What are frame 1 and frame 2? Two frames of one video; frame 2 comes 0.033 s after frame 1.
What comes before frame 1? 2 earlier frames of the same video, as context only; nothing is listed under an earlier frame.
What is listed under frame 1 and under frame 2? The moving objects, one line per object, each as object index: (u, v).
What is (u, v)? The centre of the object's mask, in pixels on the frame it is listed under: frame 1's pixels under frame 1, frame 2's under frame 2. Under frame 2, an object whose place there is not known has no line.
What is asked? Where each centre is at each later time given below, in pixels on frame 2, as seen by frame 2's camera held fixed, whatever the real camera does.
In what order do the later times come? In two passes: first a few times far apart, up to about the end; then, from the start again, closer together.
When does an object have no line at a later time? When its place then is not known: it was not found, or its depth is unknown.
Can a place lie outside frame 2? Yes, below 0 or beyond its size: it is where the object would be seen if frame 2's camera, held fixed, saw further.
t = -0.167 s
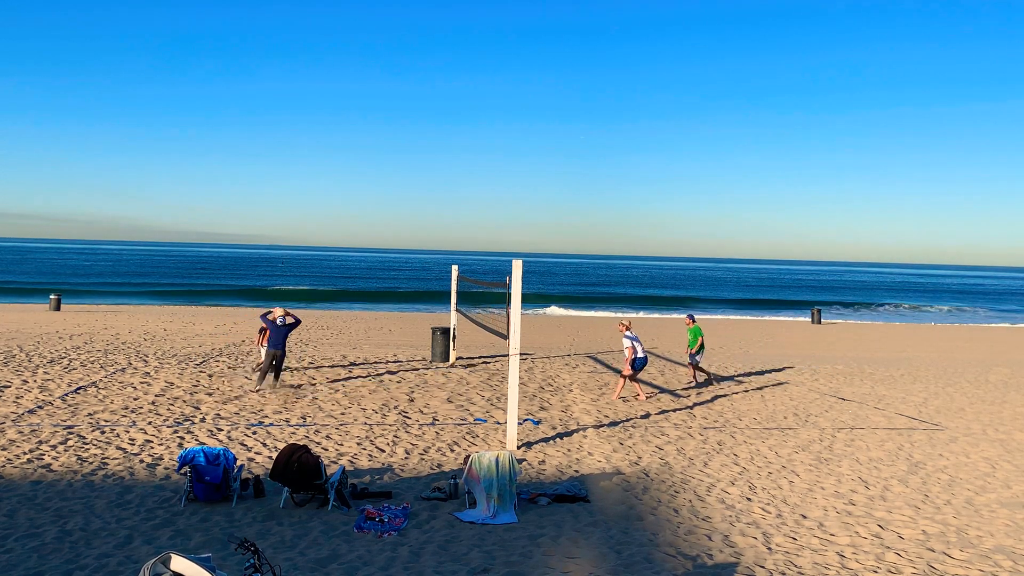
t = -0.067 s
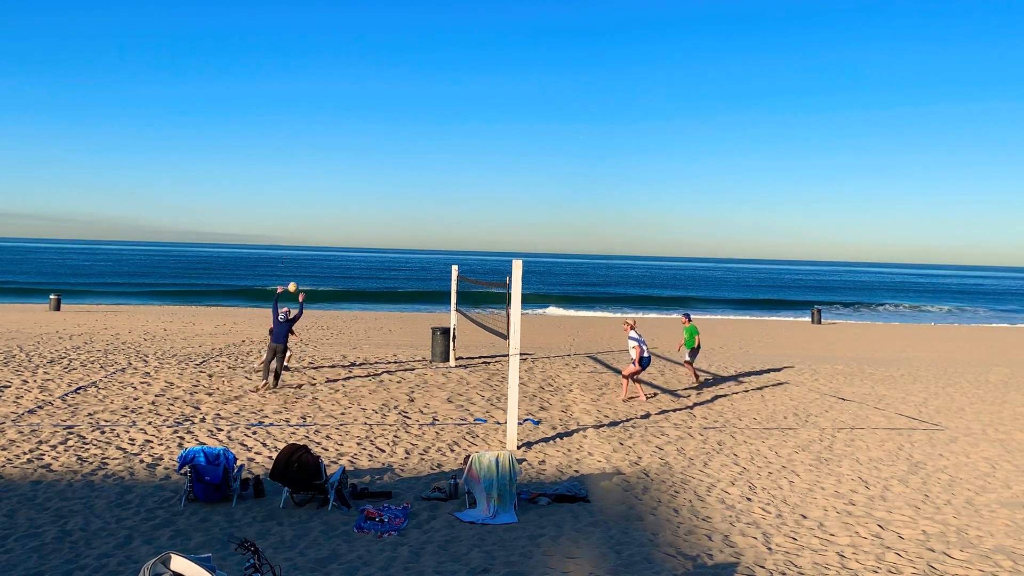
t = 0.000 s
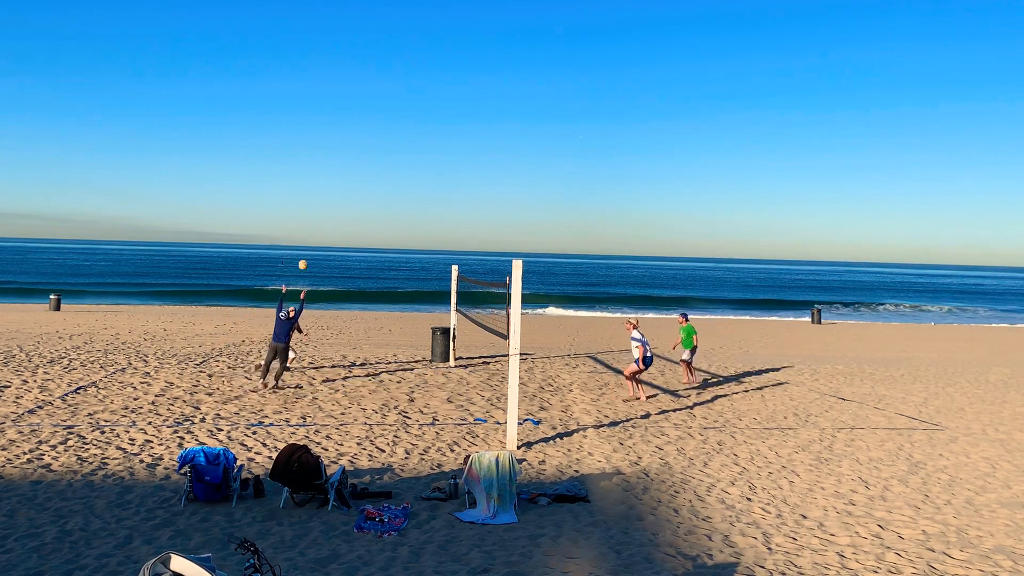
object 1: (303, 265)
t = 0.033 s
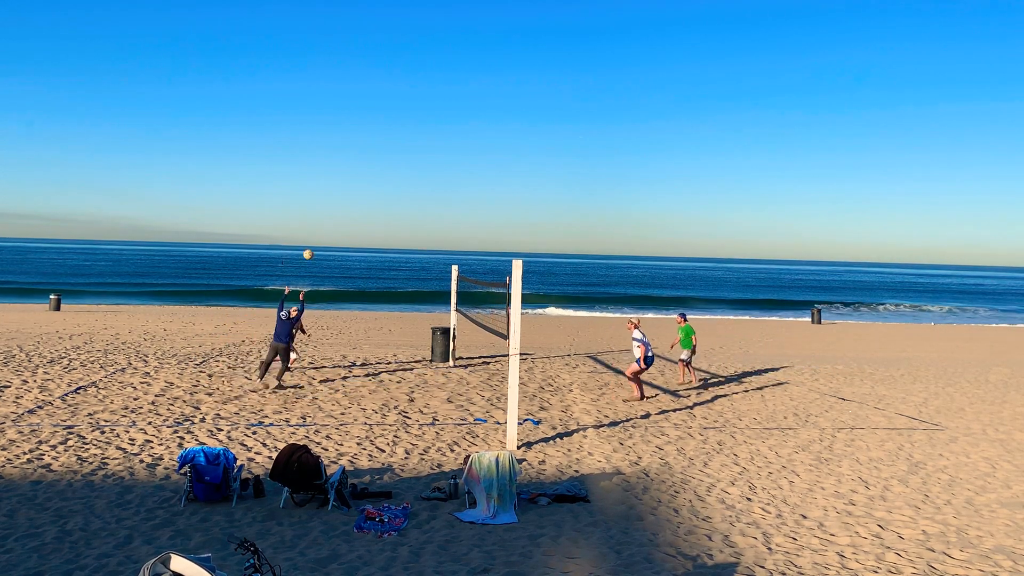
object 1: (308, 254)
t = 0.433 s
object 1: (364, 175)
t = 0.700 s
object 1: (399, 166)
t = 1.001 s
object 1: (434, 192)
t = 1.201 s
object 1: (455, 228)
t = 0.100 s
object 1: (318, 235)
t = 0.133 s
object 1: (323, 227)
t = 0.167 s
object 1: (328, 219)
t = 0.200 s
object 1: (332, 212)
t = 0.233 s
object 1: (337, 205)
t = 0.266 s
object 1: (342, 199)
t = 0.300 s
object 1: (346, 193)
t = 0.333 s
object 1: (351, 187)
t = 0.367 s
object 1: (355, 183)
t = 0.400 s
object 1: (360, 179)
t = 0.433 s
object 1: (364, 175)
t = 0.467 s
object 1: (369, 172)
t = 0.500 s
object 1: (374, 170)
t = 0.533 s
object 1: (378, 168)
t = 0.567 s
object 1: (382, 167)
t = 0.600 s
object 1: (386, 166)
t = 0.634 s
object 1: (391, 166)
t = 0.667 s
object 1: (395, 166)
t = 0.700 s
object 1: (399, 166)
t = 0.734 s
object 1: (403, 167)
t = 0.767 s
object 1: (407, 169)
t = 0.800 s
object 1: (411, 171)
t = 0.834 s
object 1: (415, 173)
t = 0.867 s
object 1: (419, 176)
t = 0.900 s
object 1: (423, 179)
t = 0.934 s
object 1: (427, 183)
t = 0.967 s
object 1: (430, 188)
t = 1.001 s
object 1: (434, 192)
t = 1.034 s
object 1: (438, 197)
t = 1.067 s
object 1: (441, 202)
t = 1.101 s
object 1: (445, 208)
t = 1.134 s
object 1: (448, 214)
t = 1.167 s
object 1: (451, 221)
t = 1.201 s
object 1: (455, 228)
